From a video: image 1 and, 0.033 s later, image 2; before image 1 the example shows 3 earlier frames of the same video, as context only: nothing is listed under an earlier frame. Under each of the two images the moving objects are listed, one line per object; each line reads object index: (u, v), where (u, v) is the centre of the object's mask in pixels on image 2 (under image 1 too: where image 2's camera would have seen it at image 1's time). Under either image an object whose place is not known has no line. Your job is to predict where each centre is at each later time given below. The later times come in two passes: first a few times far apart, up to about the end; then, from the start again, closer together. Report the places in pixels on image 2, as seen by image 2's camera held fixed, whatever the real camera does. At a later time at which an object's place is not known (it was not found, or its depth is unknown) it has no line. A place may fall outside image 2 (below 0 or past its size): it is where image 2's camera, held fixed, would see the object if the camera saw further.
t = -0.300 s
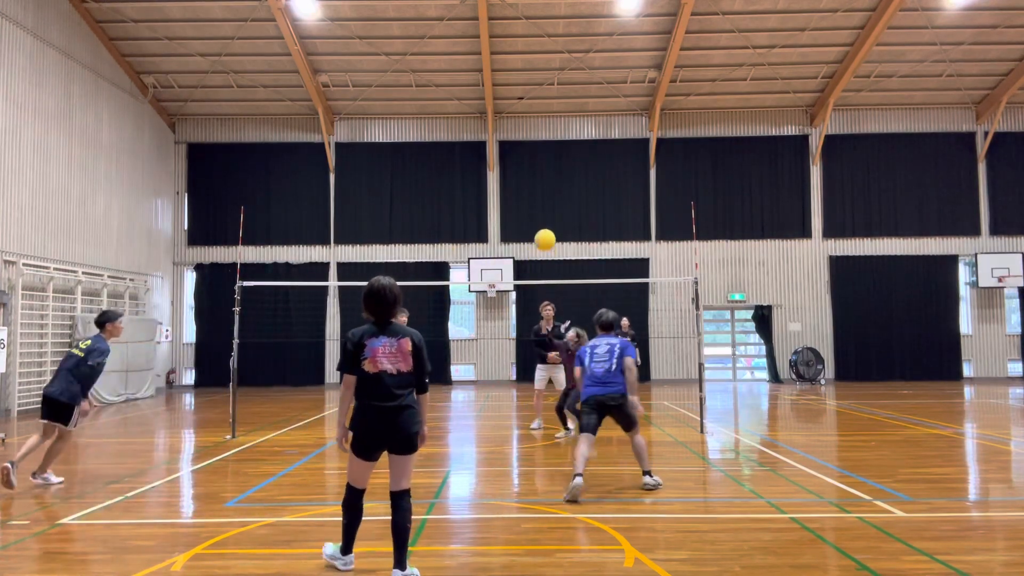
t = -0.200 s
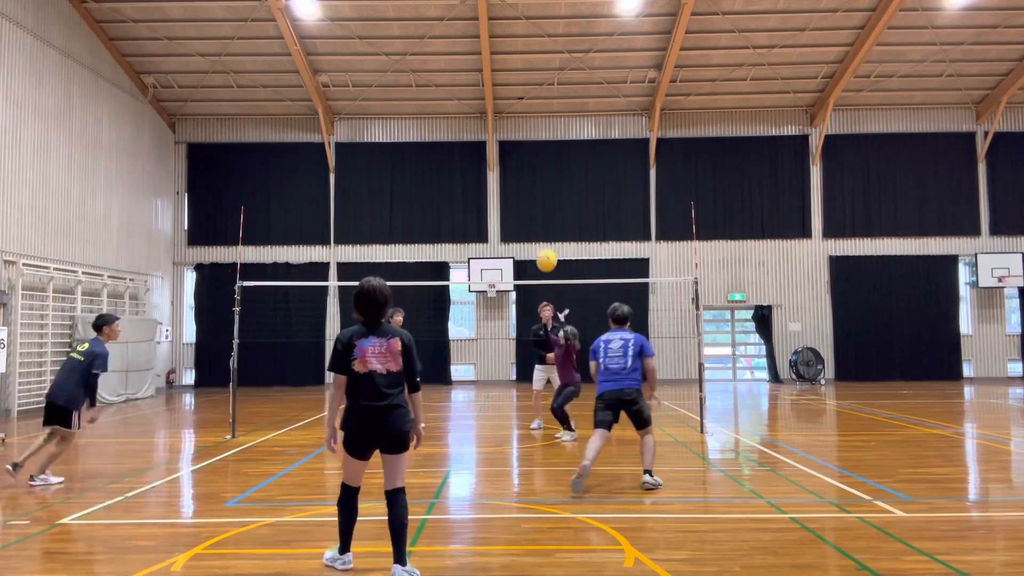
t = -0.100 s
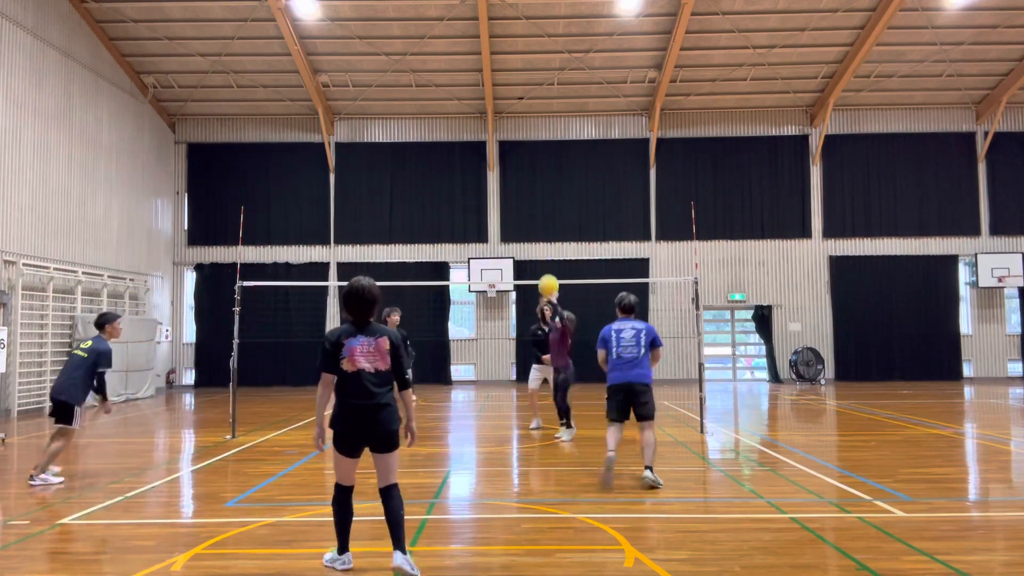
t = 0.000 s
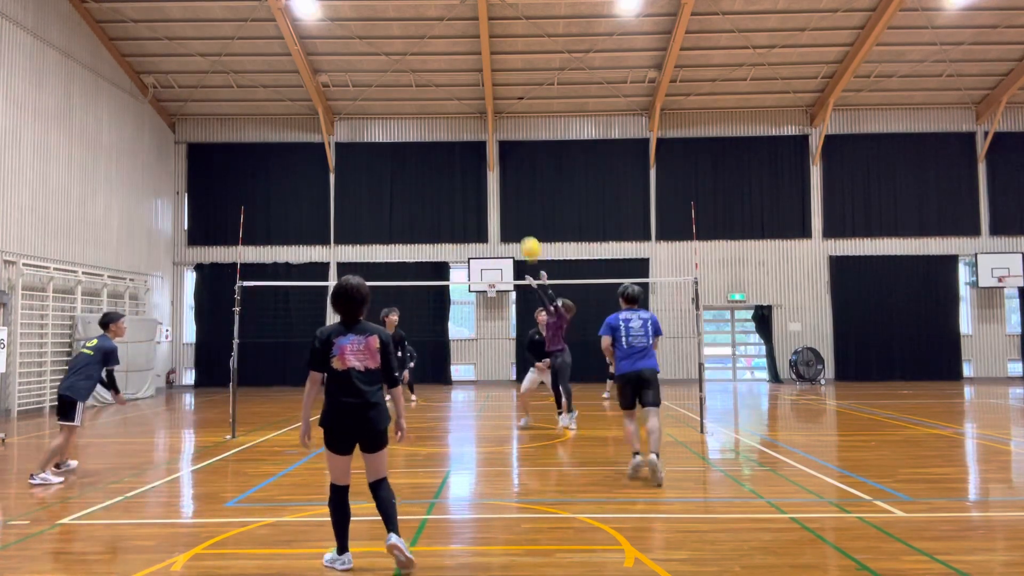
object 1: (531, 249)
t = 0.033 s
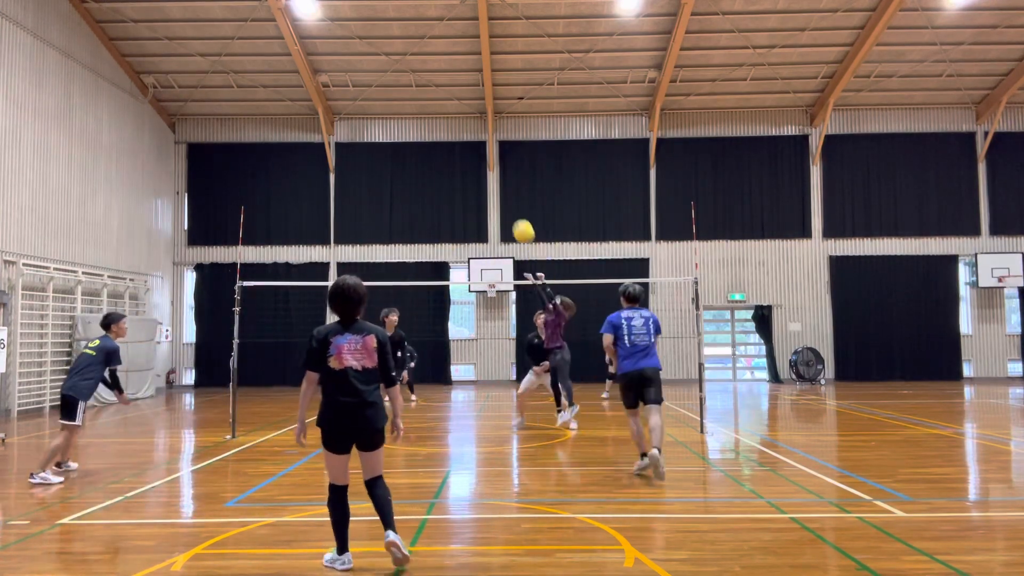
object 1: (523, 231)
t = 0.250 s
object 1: (478, 142)
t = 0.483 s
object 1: (432, 91)
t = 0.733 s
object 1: (387, 83)
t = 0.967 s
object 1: (348, 116)
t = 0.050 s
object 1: (520, 224)
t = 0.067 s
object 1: (516, 216)
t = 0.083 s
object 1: (512, 208)
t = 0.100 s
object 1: (509, 200)
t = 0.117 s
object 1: (506, 193)
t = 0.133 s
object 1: (503, 186)
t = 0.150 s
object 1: (499, 178)
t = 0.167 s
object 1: (495, 171)
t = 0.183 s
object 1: (491, 165)
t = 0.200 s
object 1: (488, 159)
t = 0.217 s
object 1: (485, 153)
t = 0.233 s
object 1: (481, 148)
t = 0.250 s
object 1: (478, 142)
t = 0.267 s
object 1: (475, 137)
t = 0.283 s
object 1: (471, 132)
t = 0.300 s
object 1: (468, 127)
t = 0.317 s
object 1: (465, 123)
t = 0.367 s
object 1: (455, 110)
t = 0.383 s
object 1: (451, 107)
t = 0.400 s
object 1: (448, 104)
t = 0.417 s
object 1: (445, 100)
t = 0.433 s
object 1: (442, 98)
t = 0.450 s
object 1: (439, 95)
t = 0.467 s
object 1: (435, 93)
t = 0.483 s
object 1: (432, 91)
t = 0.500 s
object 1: (429, 89)
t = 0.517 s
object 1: (426, 87)
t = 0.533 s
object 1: (423, 86)
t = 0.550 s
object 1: (420, 84)
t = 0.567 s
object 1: (417, 83)
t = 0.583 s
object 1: (414, 82)
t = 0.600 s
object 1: (411, 82)
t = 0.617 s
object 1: (408, 81)
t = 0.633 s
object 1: (404, 81)
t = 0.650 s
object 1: (402, 81)
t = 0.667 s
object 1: (399, 81)
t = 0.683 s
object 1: (396, 81)
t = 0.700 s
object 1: (393, 81)
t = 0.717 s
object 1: (390, 82)
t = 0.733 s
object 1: (387, 83)
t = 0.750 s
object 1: (384, 84)
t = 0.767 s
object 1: (381, 85)
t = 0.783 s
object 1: (378, 87)
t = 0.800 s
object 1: (376, 88)
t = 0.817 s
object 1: (372, 91)
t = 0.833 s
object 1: (370, 92)
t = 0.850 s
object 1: (367, 94)
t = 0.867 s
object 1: (364, 97)
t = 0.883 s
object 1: (361, 100)
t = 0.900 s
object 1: (359, 103)
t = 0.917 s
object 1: (356, 106)
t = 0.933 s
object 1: (353, 109)
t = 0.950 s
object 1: (351, 113)
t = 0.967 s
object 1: (348, 116)
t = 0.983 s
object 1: (345, 119)
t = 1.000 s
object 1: (343, 124)
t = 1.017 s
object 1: (339, 127)
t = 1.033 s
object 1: (337, 132)
